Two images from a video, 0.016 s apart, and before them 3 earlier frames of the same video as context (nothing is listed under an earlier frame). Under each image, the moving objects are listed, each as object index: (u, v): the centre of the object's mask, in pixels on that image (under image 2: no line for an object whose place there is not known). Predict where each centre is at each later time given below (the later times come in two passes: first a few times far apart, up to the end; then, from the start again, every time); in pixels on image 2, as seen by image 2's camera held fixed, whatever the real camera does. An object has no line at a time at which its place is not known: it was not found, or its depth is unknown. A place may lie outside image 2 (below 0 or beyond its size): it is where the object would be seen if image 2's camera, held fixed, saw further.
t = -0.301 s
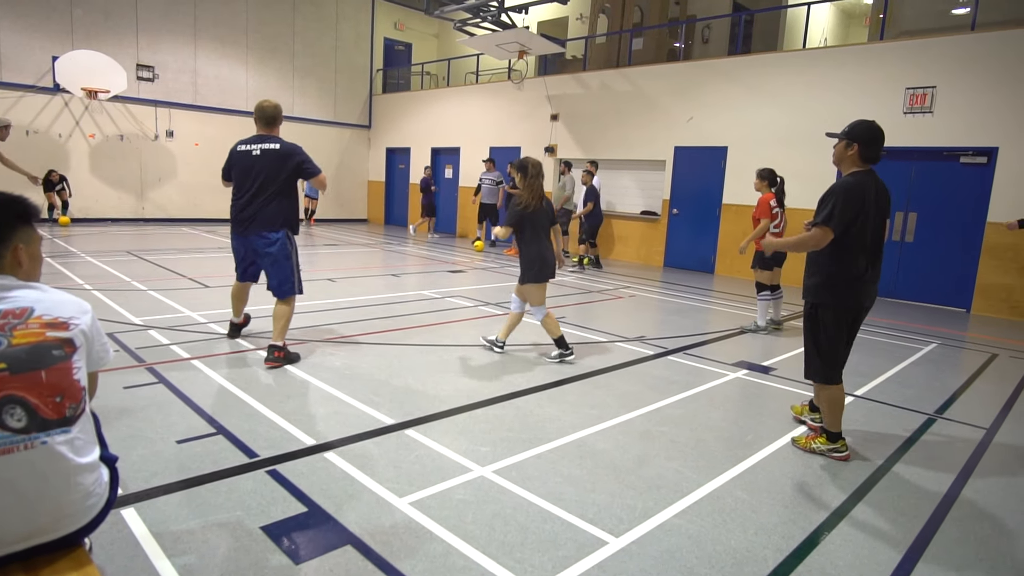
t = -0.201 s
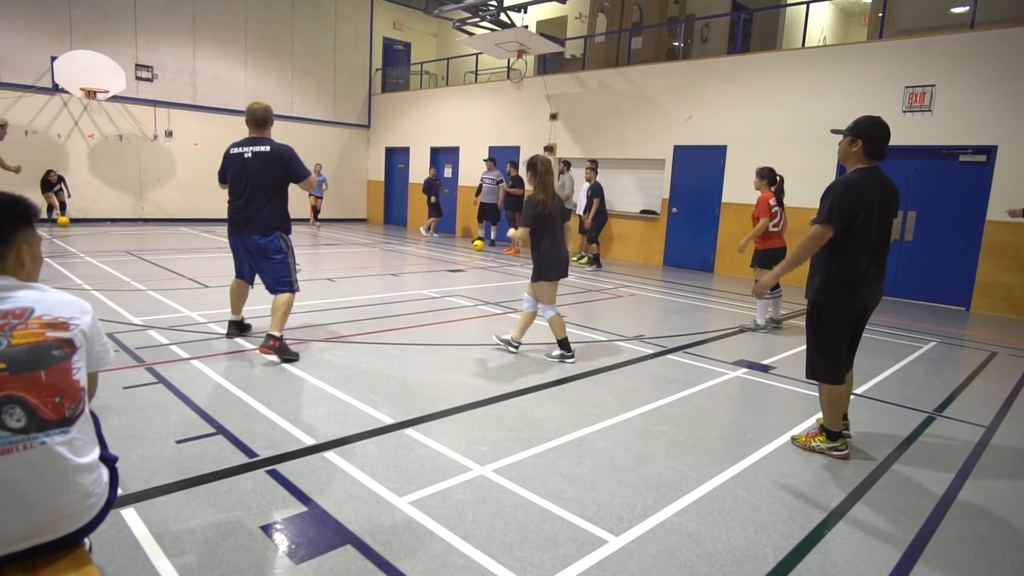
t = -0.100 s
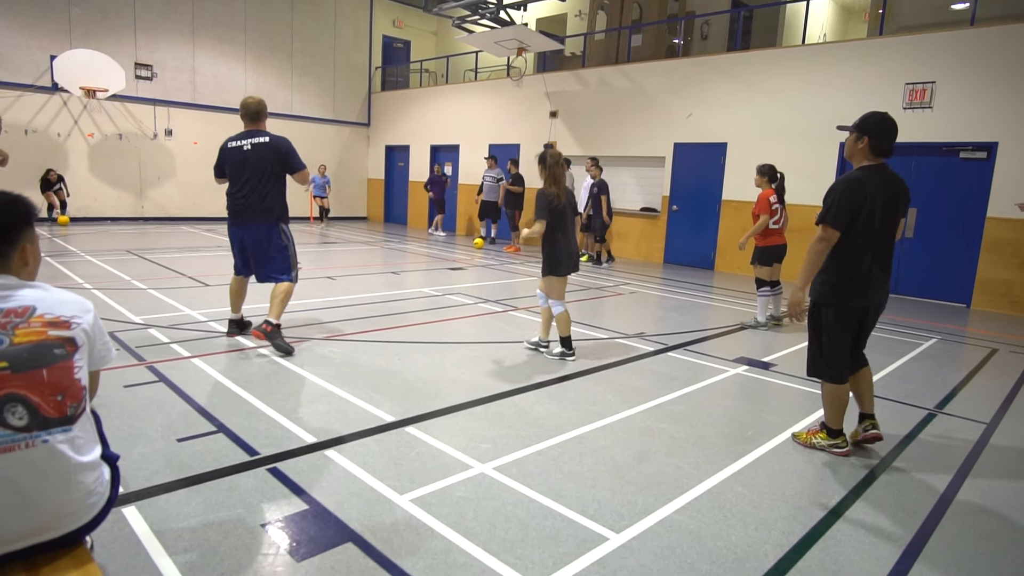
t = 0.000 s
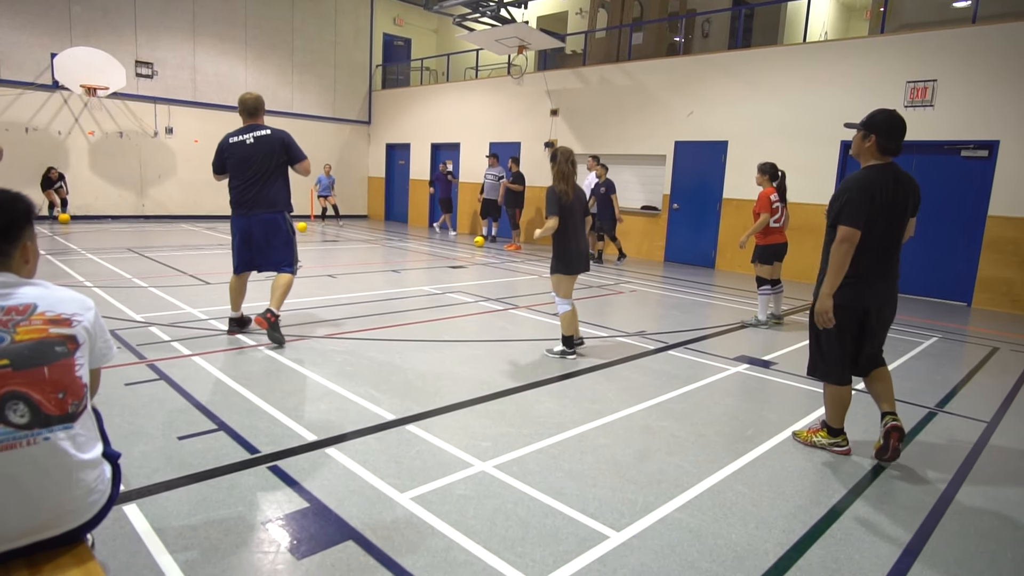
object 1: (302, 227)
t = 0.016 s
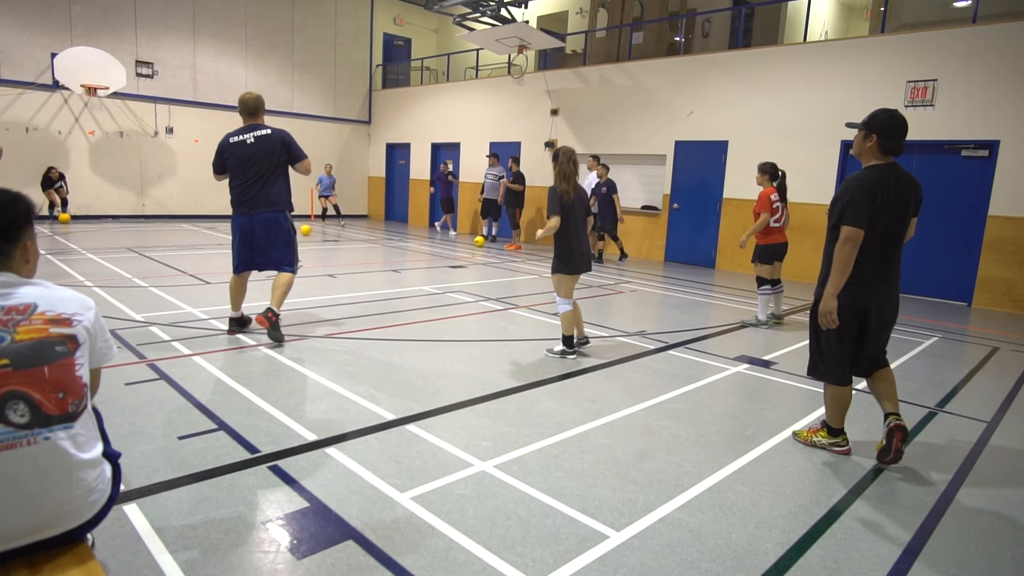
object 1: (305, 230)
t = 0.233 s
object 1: (335, 224)
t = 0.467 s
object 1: (369, 244)
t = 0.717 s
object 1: (410, 245)
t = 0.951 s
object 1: (453, 255)
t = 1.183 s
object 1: (500, 267)
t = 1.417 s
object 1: (554, 279)
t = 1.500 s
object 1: (574, 287)
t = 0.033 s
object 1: (308, 231)
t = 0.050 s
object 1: (310, 230)
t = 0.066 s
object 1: (312, 229)
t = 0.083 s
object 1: (314, 228)
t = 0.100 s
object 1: (317, 227)
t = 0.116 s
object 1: (319, 226)
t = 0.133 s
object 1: (321, 225)
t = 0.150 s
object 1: (323, 225)
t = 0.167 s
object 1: (326, 224)
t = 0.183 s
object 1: (328, 224)
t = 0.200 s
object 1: (330, 224)
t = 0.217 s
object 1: (332, 224)
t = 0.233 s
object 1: (335, 224)
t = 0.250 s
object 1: (337, 224)
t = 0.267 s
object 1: (339, 225)
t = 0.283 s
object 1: (342, 225)
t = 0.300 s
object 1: (344, 226)
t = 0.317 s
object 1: (347, 227)
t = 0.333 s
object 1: (349, 228)
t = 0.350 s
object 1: (351, 230)
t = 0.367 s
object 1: (354, 231)
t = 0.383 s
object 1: (356, 233)
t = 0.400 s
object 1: (358, 235)
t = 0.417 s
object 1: (361, 237)
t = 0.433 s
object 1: (364, 239)
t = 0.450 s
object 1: (366, 242)
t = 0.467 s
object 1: (369, 244)
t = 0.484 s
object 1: (371, 243)
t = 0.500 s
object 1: (374, 242)
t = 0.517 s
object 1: (376, 241)
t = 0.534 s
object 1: (379, 241)
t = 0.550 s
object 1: (382, 240)
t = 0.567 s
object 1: (384, 240)
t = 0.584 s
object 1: (387, 240)
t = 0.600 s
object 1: (390, 240)
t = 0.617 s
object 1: (393, 240)
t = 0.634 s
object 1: (395, 241)
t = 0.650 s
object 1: (398, 241)
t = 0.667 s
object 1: (401, 242)
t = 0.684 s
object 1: (404, 243)
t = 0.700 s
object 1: (407, 244)
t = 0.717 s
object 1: (410, 245)
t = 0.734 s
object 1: (413, 247)
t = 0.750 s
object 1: (415, 249)
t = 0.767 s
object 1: (418, 251)
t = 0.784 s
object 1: (421, 253)
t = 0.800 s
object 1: (424, 255)
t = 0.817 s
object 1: (428, 256)
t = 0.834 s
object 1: (430, 255)
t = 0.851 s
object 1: (433, 254)
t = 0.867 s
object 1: (437, 254)
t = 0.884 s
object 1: (440, 254)
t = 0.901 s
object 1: (443, 254)
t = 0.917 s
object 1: (446, 254)
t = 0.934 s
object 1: (449, 254)
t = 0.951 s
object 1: (453, 255)
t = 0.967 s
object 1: (456, 256)
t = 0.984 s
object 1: (459, 256)
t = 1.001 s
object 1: (462, 258)
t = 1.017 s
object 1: (466, 259)
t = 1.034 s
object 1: (469, 261)
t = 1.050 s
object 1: (473, 263)
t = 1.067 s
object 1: (476, 265)
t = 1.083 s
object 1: (480, 267)
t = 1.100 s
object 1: (483, 267)
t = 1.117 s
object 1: (486, 267)
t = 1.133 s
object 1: (490, 267)
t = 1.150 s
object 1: (493, 266)
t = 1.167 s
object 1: (497, 267)
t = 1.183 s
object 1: (500, 267)
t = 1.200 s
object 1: (504, 268)
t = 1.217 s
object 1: (508, 268)
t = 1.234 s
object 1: (511, 269)
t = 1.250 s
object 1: (515, 270)
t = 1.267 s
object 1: (519, 272)
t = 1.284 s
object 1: (523, 273)
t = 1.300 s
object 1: (526, 276)
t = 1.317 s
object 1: (530, 277)
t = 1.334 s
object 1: (534, 278)
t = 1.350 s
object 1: (538, 278)
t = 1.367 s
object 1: (542, 277)
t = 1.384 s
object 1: (546, 278)
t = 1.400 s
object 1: (550, 278)
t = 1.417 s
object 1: (554, 279)
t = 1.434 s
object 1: (558, 280)
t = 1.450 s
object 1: (562, 282)
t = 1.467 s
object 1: (566, 283)
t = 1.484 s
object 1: (571, 285)
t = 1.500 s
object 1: (574, 287)
